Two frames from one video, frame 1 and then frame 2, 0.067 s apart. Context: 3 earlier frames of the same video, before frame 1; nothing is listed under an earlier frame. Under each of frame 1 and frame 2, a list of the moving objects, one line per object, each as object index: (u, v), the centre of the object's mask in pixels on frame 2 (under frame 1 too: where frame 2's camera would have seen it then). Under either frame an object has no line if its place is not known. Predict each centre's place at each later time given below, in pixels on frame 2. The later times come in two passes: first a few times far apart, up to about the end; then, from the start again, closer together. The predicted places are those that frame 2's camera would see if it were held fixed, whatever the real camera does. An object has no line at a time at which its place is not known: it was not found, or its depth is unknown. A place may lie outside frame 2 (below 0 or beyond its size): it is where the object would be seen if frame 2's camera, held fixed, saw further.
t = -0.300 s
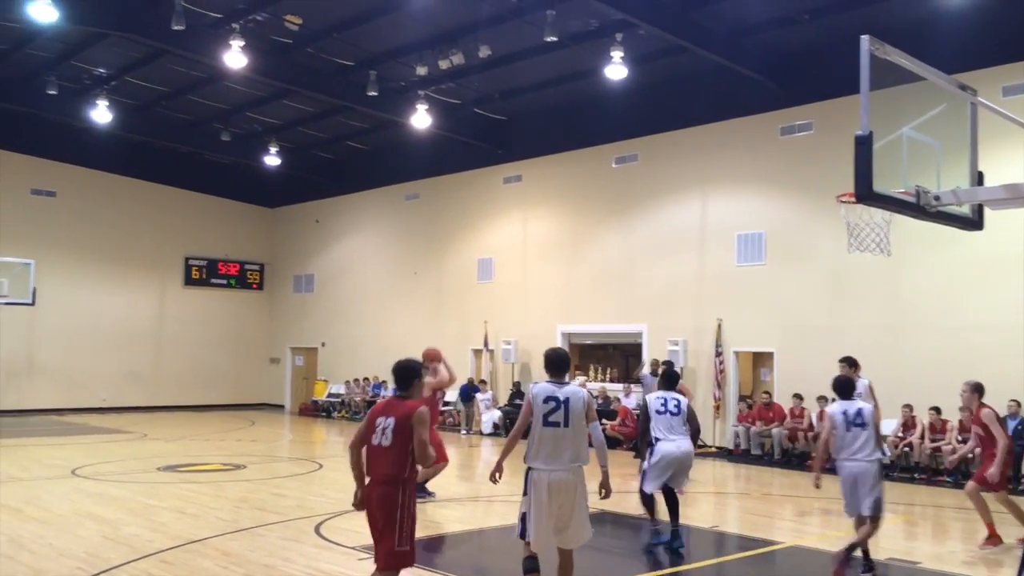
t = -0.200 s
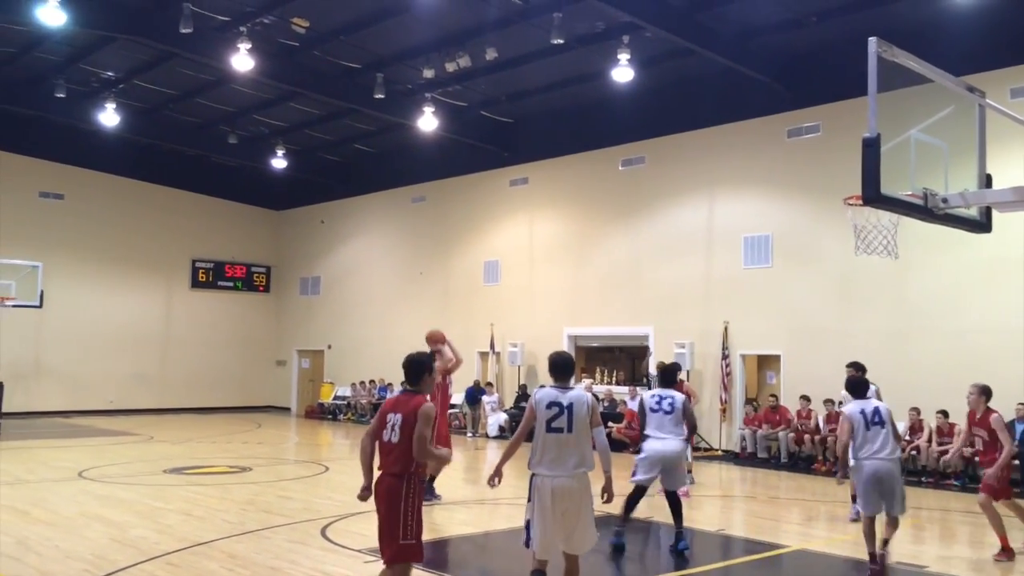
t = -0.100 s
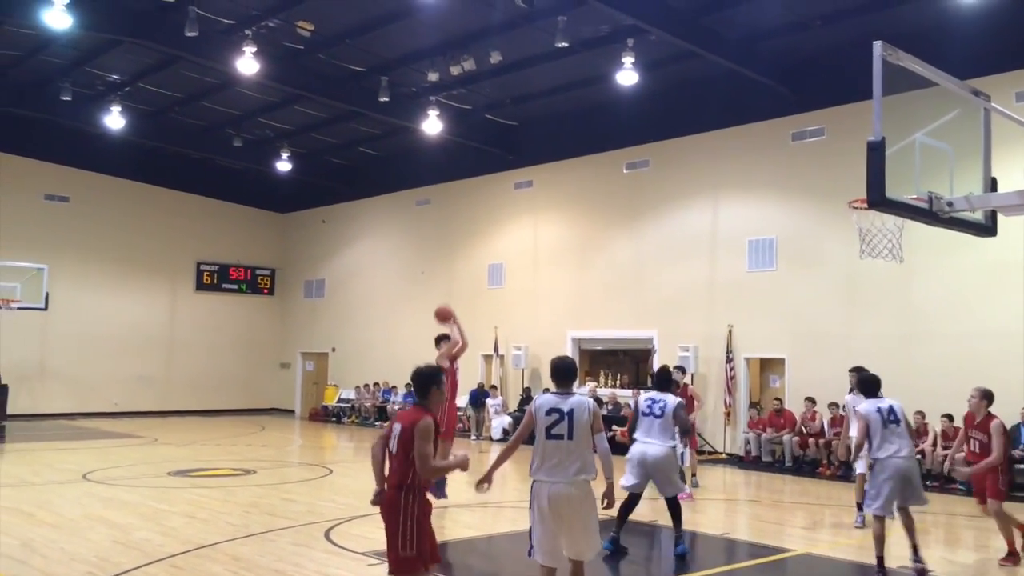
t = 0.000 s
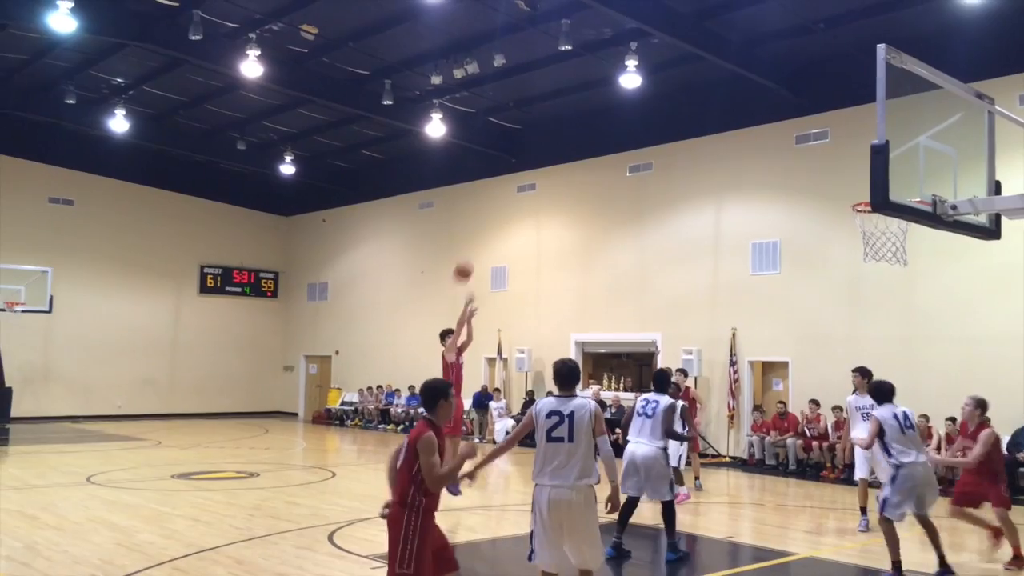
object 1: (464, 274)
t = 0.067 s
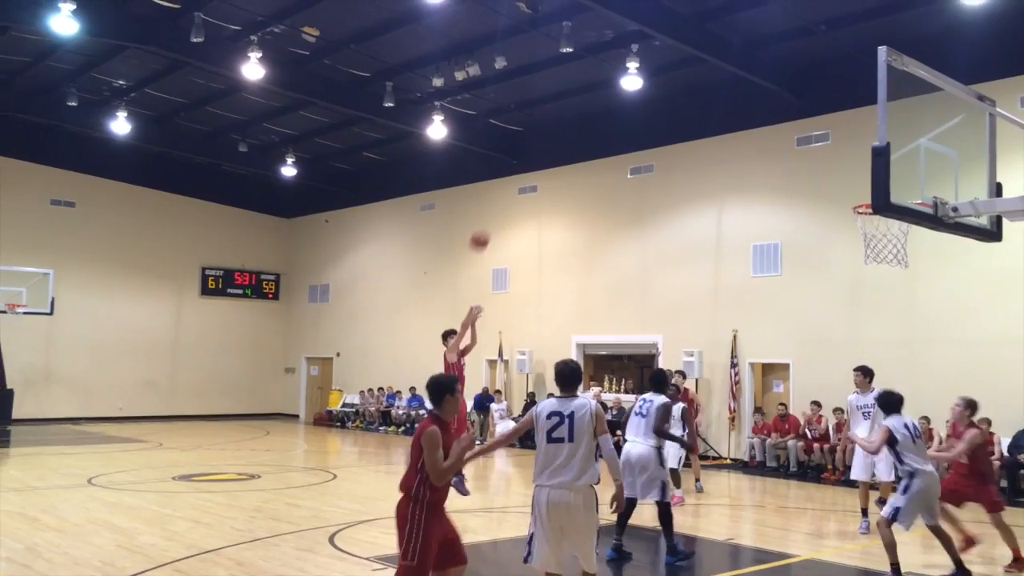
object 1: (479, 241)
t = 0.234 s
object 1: (520, 166)
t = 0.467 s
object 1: (582, 92)
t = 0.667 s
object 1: (642, 56)
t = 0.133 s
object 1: (495, 210)
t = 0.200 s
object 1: (512, 179)
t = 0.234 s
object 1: (520, 166)
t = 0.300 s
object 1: (536, 142)
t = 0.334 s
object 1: (545, 131)
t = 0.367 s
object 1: (555, 120)
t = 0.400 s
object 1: (563, 109)
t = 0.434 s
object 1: (572, 100)
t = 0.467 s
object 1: (582, 92)
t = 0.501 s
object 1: (591, 84)
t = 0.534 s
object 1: (601, 76)
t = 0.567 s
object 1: (611, 70)
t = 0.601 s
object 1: (620, 63)
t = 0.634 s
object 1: (631, 60)
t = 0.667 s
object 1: (642, 56)
